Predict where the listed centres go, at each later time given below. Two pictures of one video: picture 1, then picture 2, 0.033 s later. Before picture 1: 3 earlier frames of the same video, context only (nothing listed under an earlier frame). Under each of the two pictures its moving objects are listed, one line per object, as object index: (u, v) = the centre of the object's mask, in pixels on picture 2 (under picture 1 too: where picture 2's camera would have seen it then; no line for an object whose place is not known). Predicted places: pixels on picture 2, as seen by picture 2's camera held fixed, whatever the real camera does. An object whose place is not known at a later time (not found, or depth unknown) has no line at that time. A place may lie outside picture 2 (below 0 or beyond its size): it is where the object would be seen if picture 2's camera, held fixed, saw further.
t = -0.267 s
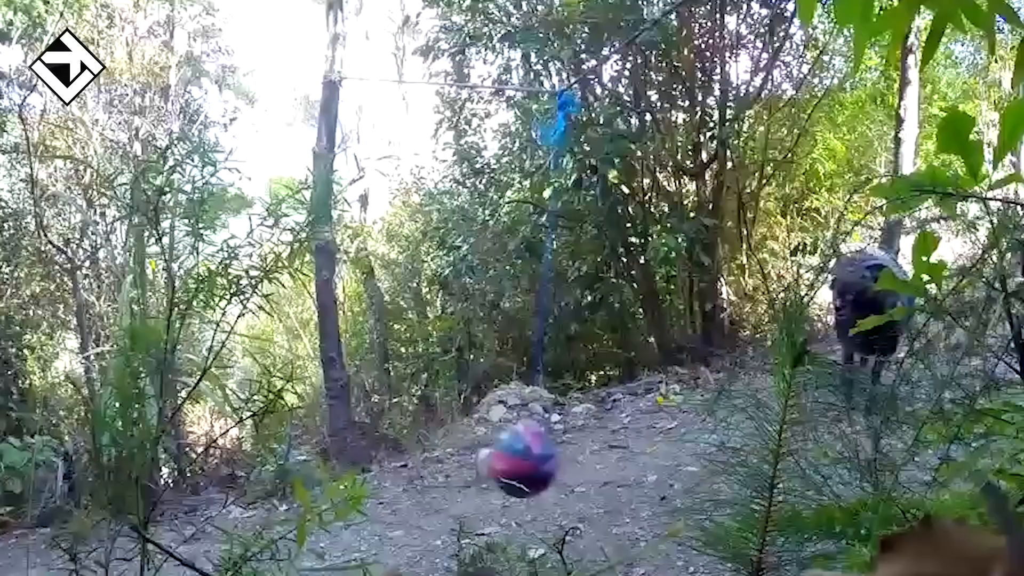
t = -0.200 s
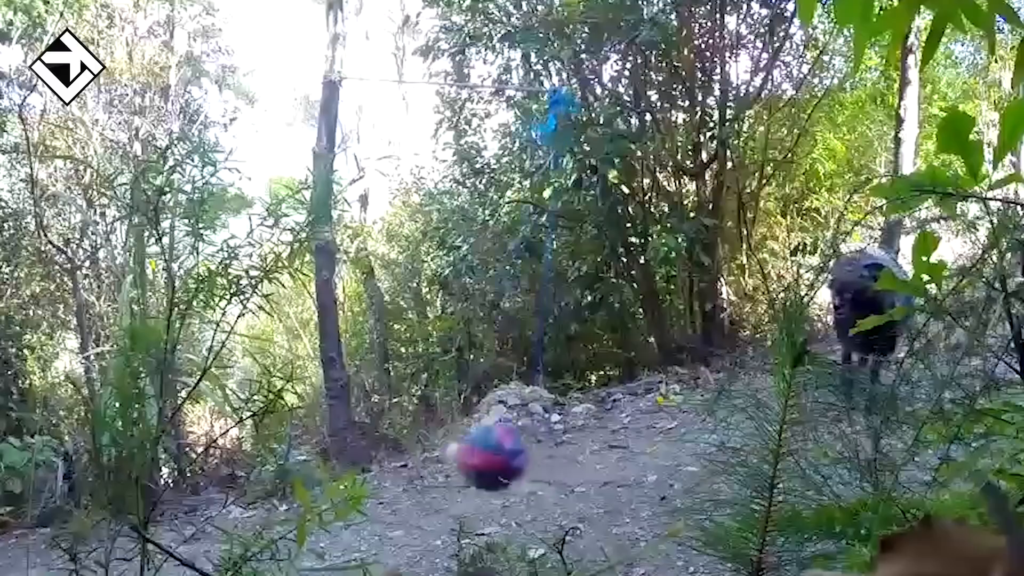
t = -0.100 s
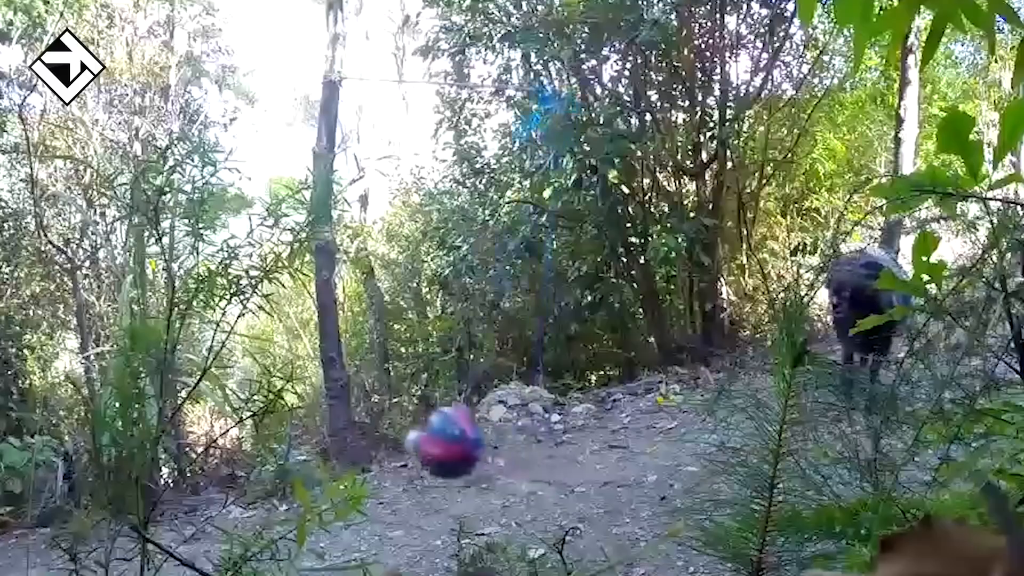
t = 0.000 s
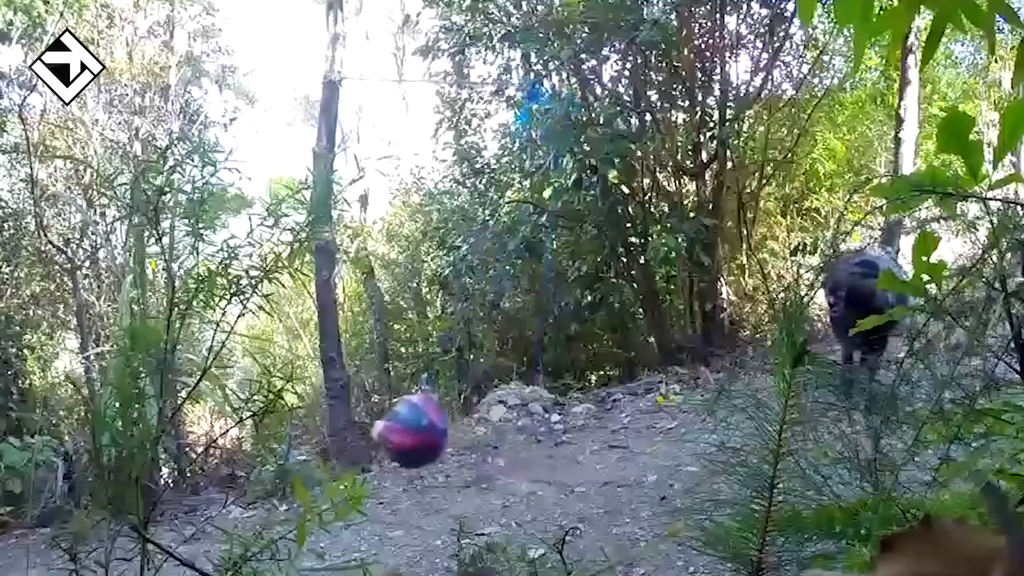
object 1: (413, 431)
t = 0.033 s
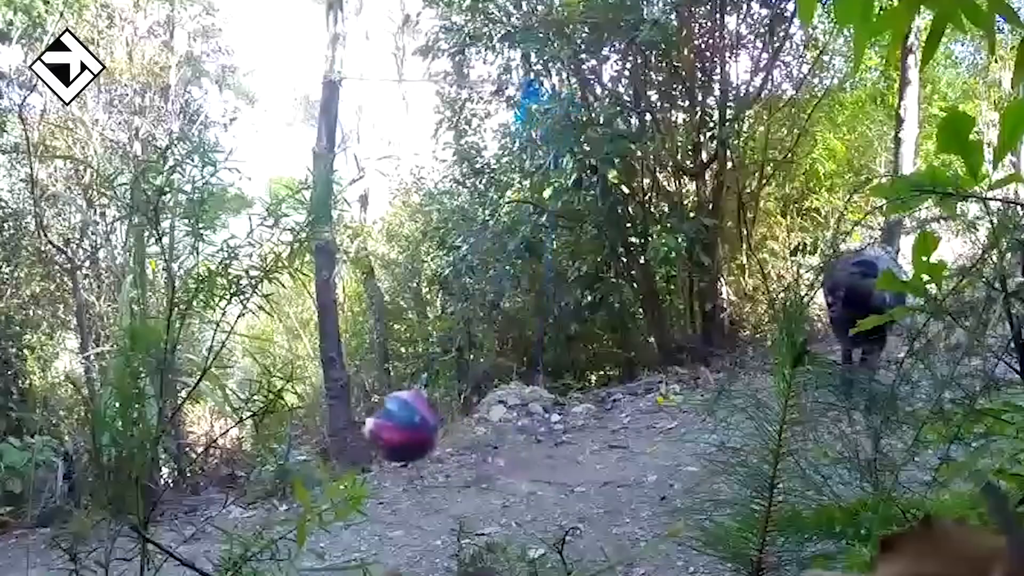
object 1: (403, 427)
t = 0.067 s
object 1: (395, 424)
